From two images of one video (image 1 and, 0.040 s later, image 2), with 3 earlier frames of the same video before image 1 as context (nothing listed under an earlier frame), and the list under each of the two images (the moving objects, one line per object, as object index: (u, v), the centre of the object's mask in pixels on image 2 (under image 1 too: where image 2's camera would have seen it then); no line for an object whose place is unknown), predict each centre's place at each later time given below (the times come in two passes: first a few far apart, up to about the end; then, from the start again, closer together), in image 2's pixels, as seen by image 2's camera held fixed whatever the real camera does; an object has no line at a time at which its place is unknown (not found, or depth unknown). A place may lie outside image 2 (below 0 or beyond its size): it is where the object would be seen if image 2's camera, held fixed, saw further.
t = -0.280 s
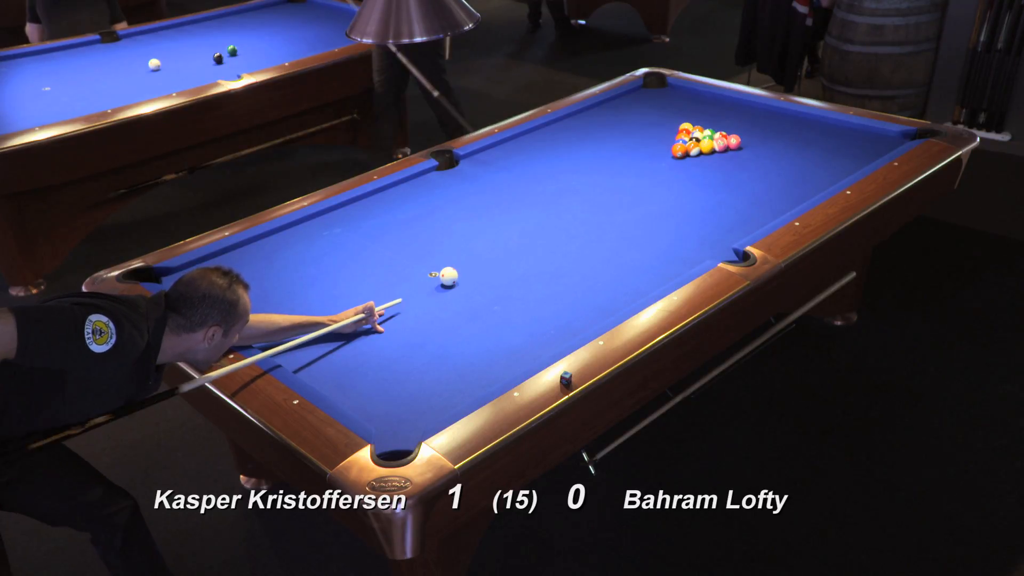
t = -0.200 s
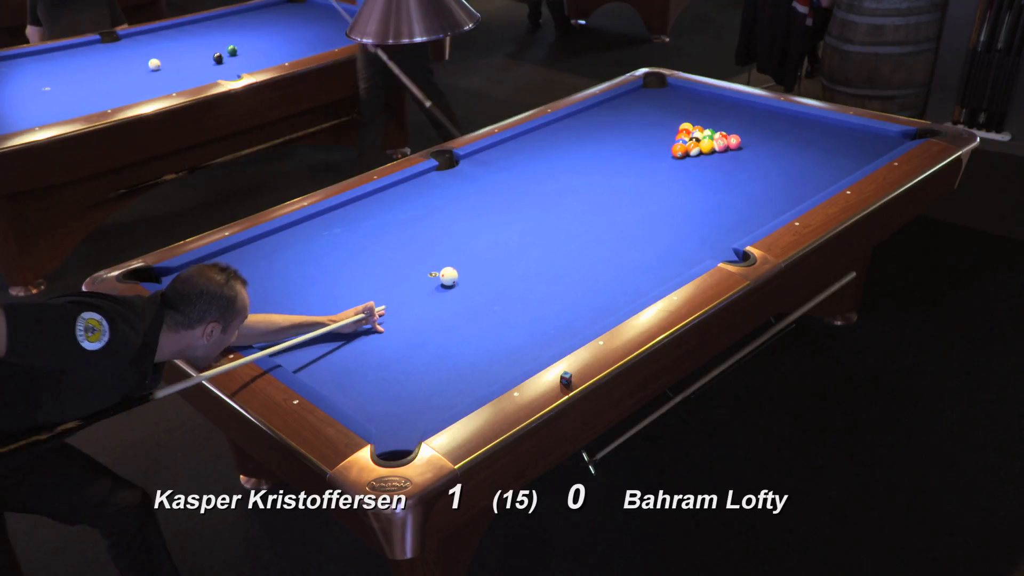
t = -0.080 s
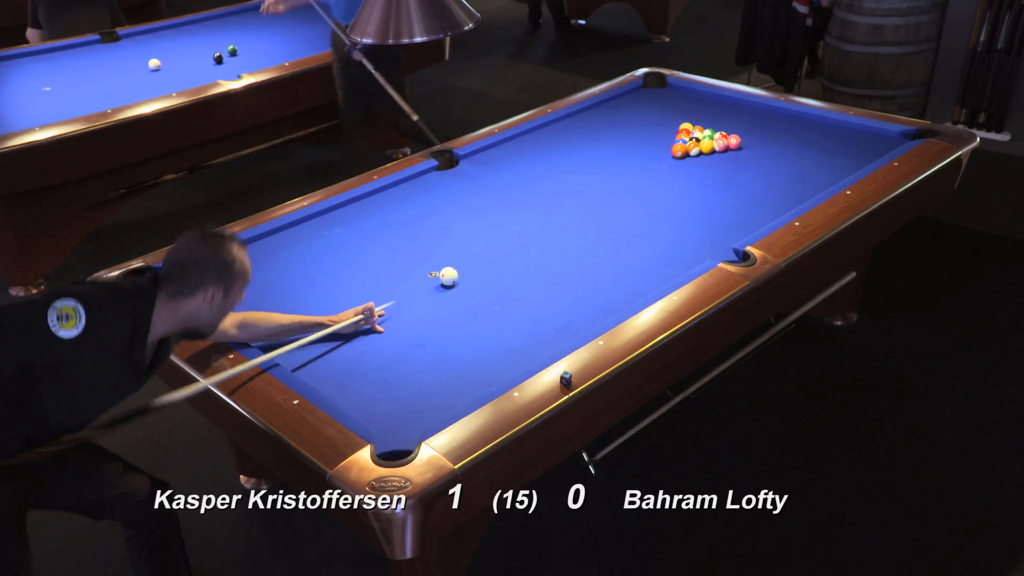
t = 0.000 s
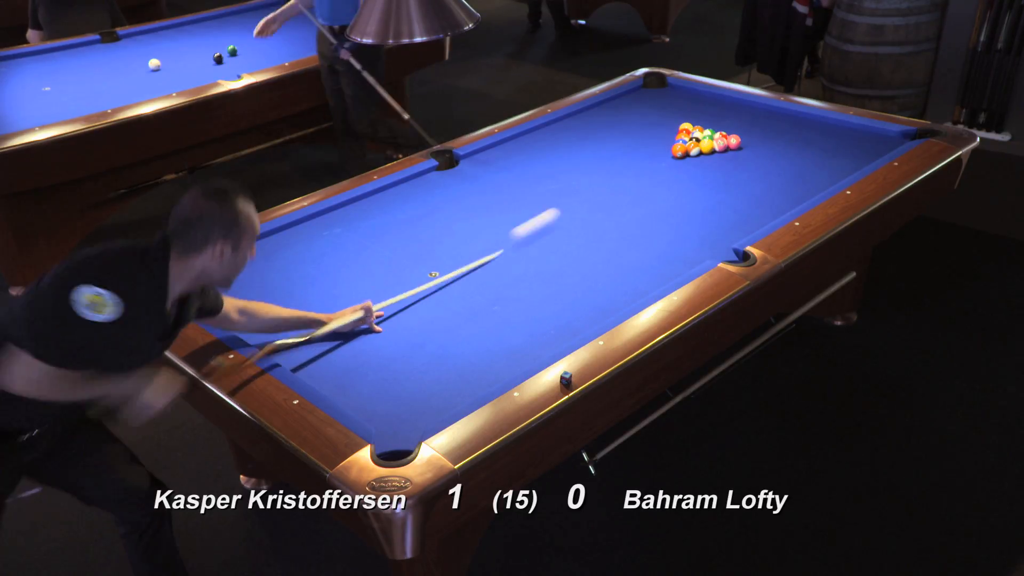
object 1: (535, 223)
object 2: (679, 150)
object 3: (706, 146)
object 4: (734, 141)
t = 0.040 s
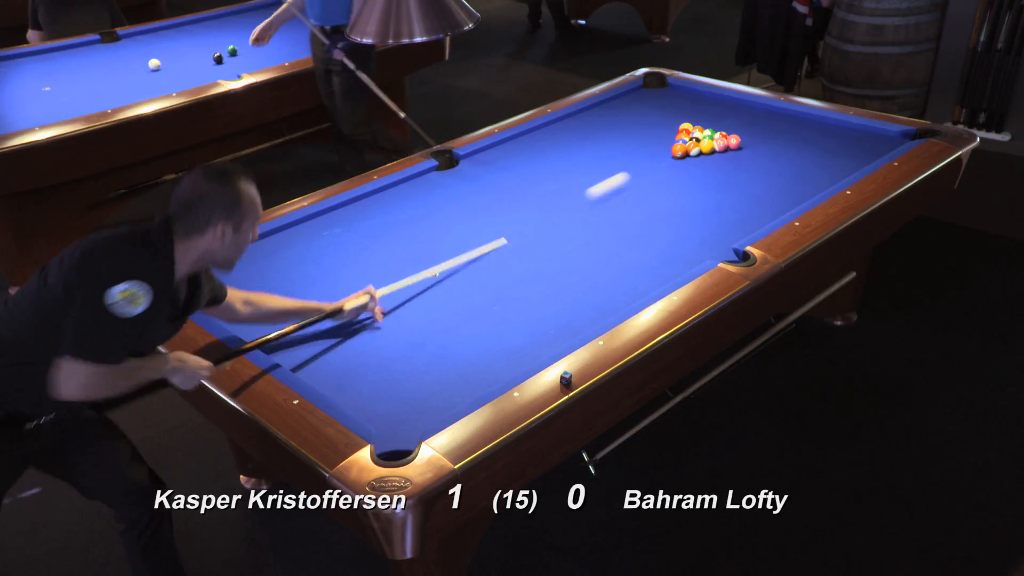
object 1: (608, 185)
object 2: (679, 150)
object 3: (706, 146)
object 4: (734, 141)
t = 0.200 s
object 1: (646, 134)
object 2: (660, 150)
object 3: (711, 155)
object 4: (850, 126)
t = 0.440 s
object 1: (591, 189)
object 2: (620, 168)
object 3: (719, 171)
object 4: (824, 181)
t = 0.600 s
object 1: (560, 202)
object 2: (593, 176)
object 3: (725, 182)
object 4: (751, 199)
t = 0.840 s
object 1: (520, 227)
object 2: (552, 188)
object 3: (735, 200)
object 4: (646, 225)
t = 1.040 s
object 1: (503, 235)
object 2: (517, 198)
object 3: (743, 214)
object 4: (554, 247)
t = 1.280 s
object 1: (511, 229)
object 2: (475, 210)
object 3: (745, 229)
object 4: (437, 277)
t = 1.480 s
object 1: (530, 218)
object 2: (440, 220)
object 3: (721, 232)
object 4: (332, 303)
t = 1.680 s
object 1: (548, 207)
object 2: (405, 231)
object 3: (698, 235)
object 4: (240, 320)
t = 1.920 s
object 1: (569, 196)
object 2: (362, 243)
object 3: (672, 237)
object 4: (269, 270)
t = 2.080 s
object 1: (581, 188)
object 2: (333, 252)
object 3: (655, 239)
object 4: (279, 245)
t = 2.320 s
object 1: (599, 178)
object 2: (289, 264)
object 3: (630, 241)
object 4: (321, 224)
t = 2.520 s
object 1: (608, 172)
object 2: (253, 275)
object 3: (611, 243)
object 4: (371, 217)
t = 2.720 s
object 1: (603, 169)
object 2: (216, 285)
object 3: (610, 242)
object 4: (420, 210)
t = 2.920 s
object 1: (600, 167)
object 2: (189, 292)
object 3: (620, 240)
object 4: (466, 203)
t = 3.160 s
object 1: (597, 165)
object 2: (207, 281)
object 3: (630, 238)
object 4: (520, 195)
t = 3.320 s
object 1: (594, 163)
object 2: (219, 275)
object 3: (635, 237)
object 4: (555, 190)
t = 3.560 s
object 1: (592, 162)
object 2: (236, 265)
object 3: (643, 236)
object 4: (605, 183)
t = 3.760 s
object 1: (590, 161)
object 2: (248, 258)
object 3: (648, 235)
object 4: (644, 177)
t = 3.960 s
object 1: (589, 160)
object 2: (259, 252)
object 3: (653, 234)
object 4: (683, 171)
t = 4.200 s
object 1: (588, 159)
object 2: (272, 246)
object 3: (657, 233)
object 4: (712, 170)
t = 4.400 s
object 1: (588, 159)
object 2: (282, 240)
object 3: (660, 233)
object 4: (726, 172)
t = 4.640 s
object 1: (588, 159)
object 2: (292, 235)
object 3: (661, 232)
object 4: (743, 174)
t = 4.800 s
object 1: (588, 159)
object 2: (298, 231)
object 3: (661, 232)
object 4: (753, 176)
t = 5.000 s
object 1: (587, 159)
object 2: (306, 227)
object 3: (660, 232)
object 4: (765, 177)
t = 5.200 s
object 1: (588, 158)
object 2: (312, 224)
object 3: (661, 232)
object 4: (777, 179)
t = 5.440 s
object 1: (588, 158)
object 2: (319, 220)
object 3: (661, 232)
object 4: (790, 181)
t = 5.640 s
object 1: (588, 158)
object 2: (324, 218)
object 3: (661, 232)
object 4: (800, 182)
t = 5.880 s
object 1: (588, 158)
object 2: (328, 215)
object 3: (661, 232)
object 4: (810, 184)
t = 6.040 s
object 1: (588, 158)
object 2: (330, 213)
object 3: (661, 232)
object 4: (817, 185)
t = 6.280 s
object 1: (588, 159)
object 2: (332, 211)
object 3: (661, 232)
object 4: (824, 185)
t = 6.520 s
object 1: (588, 159)
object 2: (334, 210)
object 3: (661, 232)
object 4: (821, 185)
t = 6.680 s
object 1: (588, 159)
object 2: (335, 210)
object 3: (661, 232)
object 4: (820, 185)
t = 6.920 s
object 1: (588, 159)
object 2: (336, 209)
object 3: (660, 232)
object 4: (819, 185)
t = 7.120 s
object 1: (588, 159)
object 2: (336, 209)
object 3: (660, 232)
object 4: (819, 185)
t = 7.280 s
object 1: (588, 159)
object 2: (336, 209)
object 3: (661, 232)
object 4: (820, 185)
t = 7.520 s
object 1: (588, 159)
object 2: (336, 209)
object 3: (661, 232)
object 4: (820, 185)
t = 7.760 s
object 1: (588, 159)
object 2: (335, 209)
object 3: (660, 232)
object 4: (820, 185)
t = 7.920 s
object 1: (588, 159)
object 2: (335, 209)
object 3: (660, 232)
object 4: (820, 185)
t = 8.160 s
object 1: (588, 159)
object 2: (335, 209)
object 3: (660, 232)
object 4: (820, 185)
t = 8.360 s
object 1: (588, 159)
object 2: (336, 209)
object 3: (660, 232)
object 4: (820, 185)
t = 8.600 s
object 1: (588, 159)
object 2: (336, 209)
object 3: (661, 232)
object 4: (820, 185)
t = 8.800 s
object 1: (588, 159)
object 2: (336, 209)
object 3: (661, 232)
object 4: (820, 184)
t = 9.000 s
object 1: (588, 159)
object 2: (336, 209)
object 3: (661, 232)
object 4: (820, 185)
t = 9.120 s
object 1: (588, 159)
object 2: (335, 209)
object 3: (660, 232)
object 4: (820, 185)
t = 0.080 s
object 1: (664, 155)
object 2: (679, 150)
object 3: (706, 146)
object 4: (737, 141)
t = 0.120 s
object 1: (662, 143)
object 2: (675, 146)
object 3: (708, 149)
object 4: (773, 136)
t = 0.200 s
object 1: (646, 134)
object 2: (660, 150)
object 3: (711, 155)
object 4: (850, 126)
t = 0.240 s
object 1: (637, 135)
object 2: (653, 157)
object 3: (712, 157)
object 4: (851, 135)
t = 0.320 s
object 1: (619, 149)
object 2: (640, 161)
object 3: (715, 163)
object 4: (846, 155)
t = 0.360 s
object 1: (609, 162)
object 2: (633, 163)
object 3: (717, 166)
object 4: (844, 165)
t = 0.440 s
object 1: (591, 189)
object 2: (620, 168)
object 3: (719, 171)
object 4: (824, 181)
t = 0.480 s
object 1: (583, 186)
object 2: (613, 170)
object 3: (721, 174)
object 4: (805, 186)
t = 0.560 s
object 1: (568, 192)
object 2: (600, 174)
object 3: (724, 179)
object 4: (768, 194)
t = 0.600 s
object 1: (560, 202)
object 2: (593, 176)
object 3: (725, 182)
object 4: (751, 199)
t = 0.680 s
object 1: (545, 211)
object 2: (579, 180)
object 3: (729, 188)
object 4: (716, 207)
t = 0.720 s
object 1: (538, 216)
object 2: (573, 181)
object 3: (730, 191)
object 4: (699, 211)
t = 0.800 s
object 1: (526, 224)
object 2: (559, 186)
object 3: (733, 196)
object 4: (664, 220)
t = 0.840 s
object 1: (520, 227)
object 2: (552, 188)
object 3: (735, 200)
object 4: (646, 225)
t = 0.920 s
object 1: (511, 232)
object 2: (538, 192)
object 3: (738, 205)
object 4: (610, 233)
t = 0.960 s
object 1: (508, 233)
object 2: (531, 194)
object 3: (739, 208)
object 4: (591, 238)
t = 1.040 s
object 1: (503, 235)
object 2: (517, 198)
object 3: (743, 214)
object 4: (554, 247)
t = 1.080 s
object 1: (502, 235)
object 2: (510, 200)
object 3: (744, 217)
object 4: (535, 252)
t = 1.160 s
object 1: (503, 234)
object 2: (496, 204)
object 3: (747, 223)
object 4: (496, 261)
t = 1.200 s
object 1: (505, 233)
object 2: (489, 206)
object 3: (749, 226)
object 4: (477, 267)
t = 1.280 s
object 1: (511, 229)
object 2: (475, 210)
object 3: (745, 229)
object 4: (437, 277)
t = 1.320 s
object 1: (515, 227)
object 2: (468, 212)
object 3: (740, 230)
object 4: (416, 282)
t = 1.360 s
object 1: (519, 225)
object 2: (461, 214)
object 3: (736, 231)
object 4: (396, 287)
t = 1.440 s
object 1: (527, 220)
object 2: (447, 218)
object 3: (726, 232)
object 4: (353, 298)
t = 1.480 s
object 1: (530, 218)
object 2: (440, 220)
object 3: (721, 232)
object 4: (332, 303)
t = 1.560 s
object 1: (538, 214)
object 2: (426, 224)
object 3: (712, 233)
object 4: (288, 314)
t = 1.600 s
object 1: (541, 212)
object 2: (419, 227)
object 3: (707, 234)
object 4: (266, 320)
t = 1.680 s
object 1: (548, 207)
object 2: (405, 231)
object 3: (698, 235)
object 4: (240, 320)
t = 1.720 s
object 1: (552, 205)
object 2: (398, 233)
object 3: (694, 235)
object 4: (247, 311)
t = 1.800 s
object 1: (559, 201)
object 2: (383, 237)
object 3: (685, 236)
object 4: (258, 293)
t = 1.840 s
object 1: (562, 199)
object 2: (376, 239)
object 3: (680, 236)
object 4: (263, 285)
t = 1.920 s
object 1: (569, 196)
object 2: (362, 243)
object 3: (672, 237)
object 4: (269, 270)
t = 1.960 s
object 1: (572, 194)
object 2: (355, 245)
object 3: (668, 238)
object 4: (272, 263)
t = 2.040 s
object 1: (578, 190)
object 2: (340, 249)
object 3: (659, 238)
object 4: (277, 251)
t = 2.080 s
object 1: (581, 188)
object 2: (333, 252)
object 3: (655, 239)
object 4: (279, 245)
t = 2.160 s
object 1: (587, 185)
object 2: (318, 256)
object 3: (646, 239)
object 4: (284, 233)
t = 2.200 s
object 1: (590, 183)
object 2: (311, 258)
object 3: (642, 240)
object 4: (287, 228)
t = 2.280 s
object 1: (596, 180)
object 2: (297, 262)
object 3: (634, 241)
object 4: (310, 226)
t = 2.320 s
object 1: (599, 178)
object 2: (289, 264)
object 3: (630, 241)
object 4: (321, 224)
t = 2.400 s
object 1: (604, 175)
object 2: (275, 269)
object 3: (623, 241)
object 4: (341, 222)
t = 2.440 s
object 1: (607, 173)
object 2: (267, 271)
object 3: (619, 242)
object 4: (351, 220)
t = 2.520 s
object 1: (608, 172)
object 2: (253, 275)
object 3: (611, 243)
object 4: (371, 217)
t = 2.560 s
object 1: (607, 171)
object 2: (245, 277)
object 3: (607, 243)
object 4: (381, 215)
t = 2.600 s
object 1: (606, 171)
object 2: (238, 279)
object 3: (603, 243)
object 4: (391, 214)
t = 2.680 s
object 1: (604, 170)
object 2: (223, 283)
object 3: (608, 243)
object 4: (410, 212)
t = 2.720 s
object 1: (603, 169)
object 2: (216, 285)
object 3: (610, 242)
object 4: (420, 210)
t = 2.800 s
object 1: (602, 168)
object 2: (201, 289)
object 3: (614, 241)
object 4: (439, 207)
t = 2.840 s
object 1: (601, 168)
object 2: (194, 291)
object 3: (616, 241)
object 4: (448, 206)
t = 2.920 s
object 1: (600, 167)
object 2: (189, 292)
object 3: (620, 240)
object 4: (466, 203)
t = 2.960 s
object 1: (599, 167)
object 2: (192, 290)
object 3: (621, 240)
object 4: (476, 202)
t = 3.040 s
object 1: (598, 166)
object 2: (198, 287)
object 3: (625, 239)
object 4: (494, 199)
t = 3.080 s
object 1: (598, 165)
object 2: (201, 285)
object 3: (626, 239)
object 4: (503, 197)
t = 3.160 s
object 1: (597, 165)
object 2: (207, 281)
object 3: (630, 238)
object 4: (520, 195)
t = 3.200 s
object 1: (596, 164)
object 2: (210, 280)
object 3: (631, 238)
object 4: (528, 194)
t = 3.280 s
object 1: (595, 164)
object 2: (216, 276)
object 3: (634, 238)
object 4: (546, 191)
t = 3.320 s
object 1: (594, 163)
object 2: (219, 275)
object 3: (635, 237)
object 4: (555, 190)
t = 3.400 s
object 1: (594, 163)
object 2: (225, 272)
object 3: (638, 237)
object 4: (571, 188)
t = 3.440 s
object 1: (593, 162)
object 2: (228, 270)
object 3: (639, 237)
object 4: (580, 186)
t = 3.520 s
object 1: (592, 162)
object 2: (233, 267)
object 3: (642, 236)
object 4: (596, 184)
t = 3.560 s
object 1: (592, 162)
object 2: (236, 265)
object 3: (643, 236)
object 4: (605, 183)
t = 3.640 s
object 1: (591, 161)
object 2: (241, 263)
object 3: (645, 235)
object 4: (621, 180)
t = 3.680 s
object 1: (591, 161)
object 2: (243, 261)
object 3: (646, 235)
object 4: (629, 179)
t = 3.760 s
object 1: (590, 161)
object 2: (248, 258)
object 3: (648, 235)
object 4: (644, 177)
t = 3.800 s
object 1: (590, 160)
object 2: (251, 257)
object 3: (649, 235)
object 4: (652, 176)
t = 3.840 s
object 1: (590, 160)
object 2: (253, 256)
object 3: (650, 234)
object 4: (660, 175)
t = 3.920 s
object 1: (589, 160)
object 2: (257, 254)
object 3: (652, 234)
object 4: (675, 172)
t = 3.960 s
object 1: (589, 160)
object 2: (259, 252)
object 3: (653, 234)
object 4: (683, 171)
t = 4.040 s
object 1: (589, 160)
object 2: (264, 250)
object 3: (654, 234)
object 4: (698, 169)
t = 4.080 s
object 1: (588, 159)
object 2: (266, 249)
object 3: (655, 233)
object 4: (704, 168)
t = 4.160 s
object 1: (588, 159)
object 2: (270, 247)
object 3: (656, 233)
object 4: (709, 170)
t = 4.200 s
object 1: (588, 159)
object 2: (272, 246)
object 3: (657, 233)
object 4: (712, 170)
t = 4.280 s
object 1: (588, 159)
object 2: (276, 243)
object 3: (658, 233)
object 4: (718, 171)
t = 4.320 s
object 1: (588, 159)
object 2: (278, 242)
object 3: (659, 233)
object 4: (720, 171)
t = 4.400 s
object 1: (588, 159)
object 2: (282, 240)
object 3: (660, 233)
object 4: (726, 172)
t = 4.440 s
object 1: (588, 159)
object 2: (284, 239)
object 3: (660, 232)
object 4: (729, 172)
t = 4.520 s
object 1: (588, 159)
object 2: (287, 237)
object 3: (661, 232)
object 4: (735, 173)
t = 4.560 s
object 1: (588, 159)
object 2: (289, 236)
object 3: (661, 232)
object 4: (737, 173)
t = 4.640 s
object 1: (588, 159)
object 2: (292, 235)
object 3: (661, 232)
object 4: (743, 174)
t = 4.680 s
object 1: (588, 159)
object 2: (294, 234)
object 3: (661, 232)
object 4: (745, 174)
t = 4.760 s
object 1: (588, 159)
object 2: (297, 232)
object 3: (661, 232)
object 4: (750, 175)
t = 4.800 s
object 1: (588, 159)
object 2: (298, 231)
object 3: (661, 232)
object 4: (753, 176)
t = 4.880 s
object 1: (588, 159)
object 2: (301, 230)
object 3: (661, 232)
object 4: (758, 176)
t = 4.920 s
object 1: (588, 159)
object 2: (303, 228)
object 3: (660, 232)
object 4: (760, 177)
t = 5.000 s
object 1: (587, 159)
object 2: (306, 227)
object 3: (660, 232)
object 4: (765, 177)
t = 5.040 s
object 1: (588, 159)
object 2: (307, 227)
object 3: (660, 232)
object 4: (768, 178)
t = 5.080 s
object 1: (588, 159)
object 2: (308, 226)
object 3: (661, 232)
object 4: (770, 178)
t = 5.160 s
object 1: (588, 158)
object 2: (311, 224)
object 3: (661, 232)
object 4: (775, 179)
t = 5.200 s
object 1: (588, 158)
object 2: (312, 224)
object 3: (661, 232)
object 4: (777, 179)
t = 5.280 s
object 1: (588, 158)
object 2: (314, 222)
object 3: (661, 232)
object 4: (781, 180)
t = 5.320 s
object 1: (588, 158)
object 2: (315, 222)
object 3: (661, 232)
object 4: (783, 180)
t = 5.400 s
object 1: (588, 158)
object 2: (318, 220)
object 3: (661, 232)
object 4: (788, 181)
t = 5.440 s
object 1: (588, 158)
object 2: (319, 220)
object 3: (661, 232)
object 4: (790, 181)
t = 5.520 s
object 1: (588, 158)
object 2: (321, 219)
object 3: (661, 232)
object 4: (794, 181)
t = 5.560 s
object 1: (588, 158)
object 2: (322, 218)
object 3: (661, 232)
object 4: (796, 182)
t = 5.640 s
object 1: (588, 158)
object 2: (324, 218)
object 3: (661, 232)
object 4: (800, 182)
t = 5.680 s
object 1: (588, 158)
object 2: (324, 217)
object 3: (661, 232)
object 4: (802, 183)
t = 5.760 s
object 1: (588, 158)
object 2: (326, 216)
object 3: (661, 232)
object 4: (805, 183)
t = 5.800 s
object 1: (588, 158)
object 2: (327, 215)
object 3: (661, 232)
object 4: (807, 183)
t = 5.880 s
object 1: (588, 158)
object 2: (328, 215)
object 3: (661, 232)
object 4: (810, 184)
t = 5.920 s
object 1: (588, 158)
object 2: (328, 214)
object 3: (661, 232)
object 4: (812, 184)
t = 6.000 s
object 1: (588, 159)
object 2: (329, 214)
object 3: (661, 232)
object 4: (815, 185)
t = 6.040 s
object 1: (588, 158)
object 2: (330, 213)
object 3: (661, 232)
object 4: (817, 185)
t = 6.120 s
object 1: (588, 158)
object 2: (331, 212)
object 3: (661, 232)
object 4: (819, 185)
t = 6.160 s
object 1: (588, 159)
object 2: (331, 212)
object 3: (661, 232)
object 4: (821, 185)
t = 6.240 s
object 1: (588, 159)
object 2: (332, 211)
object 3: (661, 232)
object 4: (823, 185)
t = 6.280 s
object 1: (588, 159)
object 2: (332, 211)
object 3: (661, 232)
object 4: (824, 185)
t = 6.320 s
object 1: (588, 159)
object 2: (332, 211)
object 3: (661, 232)
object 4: (824, 185)
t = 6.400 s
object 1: (588, 159)
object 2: (333, 210)
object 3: (661, 232)
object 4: (823, 185)
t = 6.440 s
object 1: (588, 159)
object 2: (333, 210)
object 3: (661, 232)
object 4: (822, 185)
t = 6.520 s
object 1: (588, 159)
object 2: (334, 210)
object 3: (661, 232)
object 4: (821, 185)
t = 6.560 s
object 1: (588, 159)
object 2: (335, 209)
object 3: (661, 232)
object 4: (821, 184)
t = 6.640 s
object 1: (588, 159)
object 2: (335, 210)
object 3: (661, 232)
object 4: (821, 185)
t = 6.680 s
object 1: (588, 159)
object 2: (335, 210)
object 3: (661, 232)
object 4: (820, 185)
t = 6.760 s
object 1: (588, 159)
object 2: (336, 209)
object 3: (661, 232)
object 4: (820, 185)
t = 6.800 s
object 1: (588, 159)
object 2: (336, 209)
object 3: (661, 232)
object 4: (820, 185)
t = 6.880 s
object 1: (588, 159)
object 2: (336, 209)
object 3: (660, 232)
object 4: (819, 185)
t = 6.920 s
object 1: (588, 159)
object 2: (336, 209)
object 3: (660, 232)
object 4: (819, 185)
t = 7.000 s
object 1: (588, 159)
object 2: (336, 209)
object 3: (660, 232)
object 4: (819, 184)
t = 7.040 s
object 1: (588, 159)
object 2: (336, 209)
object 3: (660, 232)
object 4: (819, 184)
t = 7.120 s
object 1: (588, 159)
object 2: (336, 209)
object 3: (660, 232)
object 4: (819, 185)
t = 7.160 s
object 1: (588, 159)
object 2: (336, 209)
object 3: (660, 232)
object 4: (819, 184)
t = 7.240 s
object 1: (588, 159)
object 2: (336, 209)
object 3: (660, 232)
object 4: (819, 185)
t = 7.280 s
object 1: (588, 159)
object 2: (336, 209)
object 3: (661, 232)
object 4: (820, 185)
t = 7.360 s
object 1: (588, 159)
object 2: (336, 209)
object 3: (661, 232)
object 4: (820, 185)
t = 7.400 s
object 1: (588, 159)
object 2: (336, 209)
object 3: (660, 232)
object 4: (820, 185)
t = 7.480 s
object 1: (588, 159)
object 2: (336, 209)
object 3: (661, 232)
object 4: (820, 185)
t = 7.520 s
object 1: (588, 159)
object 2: (336, 209)
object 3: (661, 232)
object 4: (820, 185)
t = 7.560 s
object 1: (588, 159)
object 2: (336, 209)
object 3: (661, 232)
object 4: (820, 185)
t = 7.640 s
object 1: (588, 159)
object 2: (335, 209)
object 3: (660, 232)
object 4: (820, 185)
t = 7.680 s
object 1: (588, 159)
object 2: (335, 209)
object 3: (661, 232)
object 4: (820, 185)
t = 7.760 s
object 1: (588, 159)
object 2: (335, 209)
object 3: (660, 232)
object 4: (820, 185)
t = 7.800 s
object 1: (588, 159)
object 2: (336, 209)
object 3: (660, 232)
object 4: (820, 185)
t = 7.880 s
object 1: (588, 159)
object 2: (336, 209)
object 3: (660, 232)
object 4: (820, 185)
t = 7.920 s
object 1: (588, 159)
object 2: (335, 209)
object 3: (660, 232)
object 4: (820, 185)
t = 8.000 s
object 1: (588, 159)
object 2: (336, 209)
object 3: (661, 232)
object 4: (820, 185)
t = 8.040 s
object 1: (588, 159)
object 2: (336, 209)
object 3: (661, 232)
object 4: (820, 185)
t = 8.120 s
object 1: (588, 159)
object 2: (336, 209)
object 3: (660, 232)
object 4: (820, 185)
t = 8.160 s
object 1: (588, 159)
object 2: (335, 209)
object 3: (660, 232)
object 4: (820, 185)
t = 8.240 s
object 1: (588, 159)
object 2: (336, 209)
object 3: (661, 232)
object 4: (820, 185)
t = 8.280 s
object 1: (588, 159)
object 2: (335, 209)
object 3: (660, 232)
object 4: (820, 185)
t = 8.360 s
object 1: (588, 159)
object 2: (336, 209)
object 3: (660, 232)
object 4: (820, 185)
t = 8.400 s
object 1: (588, 159)
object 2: (336, 209)
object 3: (661, 232)
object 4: (820, 185)
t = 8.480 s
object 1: (588, 159)
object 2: (336, 209)
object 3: (661, 232)
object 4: (820, 185)
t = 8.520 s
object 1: (588, 159)
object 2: (336, 209)
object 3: (661, 232)
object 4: (820, 185)
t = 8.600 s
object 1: (588, 159)
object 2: (336, 209)
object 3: (661, 232)
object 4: (820, 185)
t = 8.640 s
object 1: (588, 159)
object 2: (335, 209)
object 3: (661, 232)
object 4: (820, 185)
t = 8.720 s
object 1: (588, 159)
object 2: (336, 209)
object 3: (660, 232)
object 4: (820, 185)
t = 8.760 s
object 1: (588, 159)
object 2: (336, 209)
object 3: (661, 232)
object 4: (820, 185)
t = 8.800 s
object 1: (588, 159)
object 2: (336, 209)
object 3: (661, 232)
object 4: (820, 184)
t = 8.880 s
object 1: (588, 159)
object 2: (338, 209)
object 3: (660, 232)
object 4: (820, 185)
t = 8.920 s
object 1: (588, 159)
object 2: (334, 208)
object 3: (660, 232)
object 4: (820, 185)
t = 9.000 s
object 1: (588, 159)
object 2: (336, 209)
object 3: (661, 232)
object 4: (820, 185)
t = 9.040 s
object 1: (588, 159)
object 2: (336, 209)
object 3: (661, 232)
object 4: (820, 185)
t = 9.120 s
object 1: (588, 159)
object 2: (335, 209)
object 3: (660, 232)
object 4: (820, 185)
